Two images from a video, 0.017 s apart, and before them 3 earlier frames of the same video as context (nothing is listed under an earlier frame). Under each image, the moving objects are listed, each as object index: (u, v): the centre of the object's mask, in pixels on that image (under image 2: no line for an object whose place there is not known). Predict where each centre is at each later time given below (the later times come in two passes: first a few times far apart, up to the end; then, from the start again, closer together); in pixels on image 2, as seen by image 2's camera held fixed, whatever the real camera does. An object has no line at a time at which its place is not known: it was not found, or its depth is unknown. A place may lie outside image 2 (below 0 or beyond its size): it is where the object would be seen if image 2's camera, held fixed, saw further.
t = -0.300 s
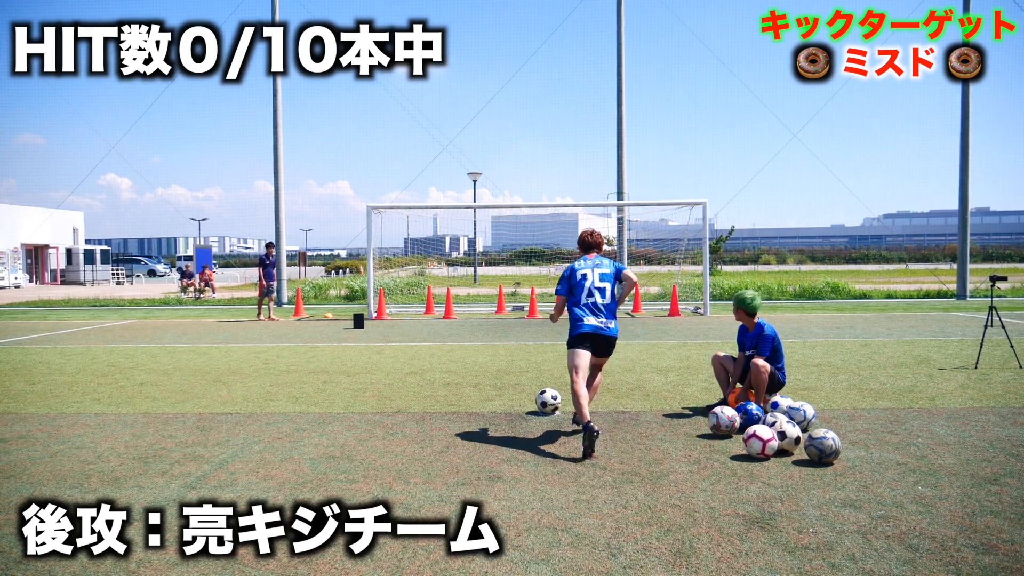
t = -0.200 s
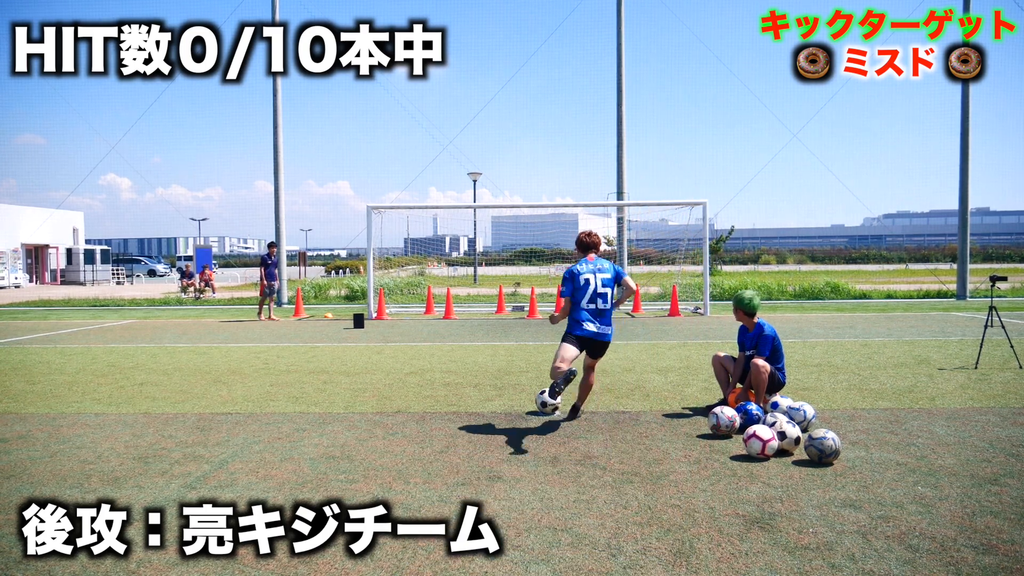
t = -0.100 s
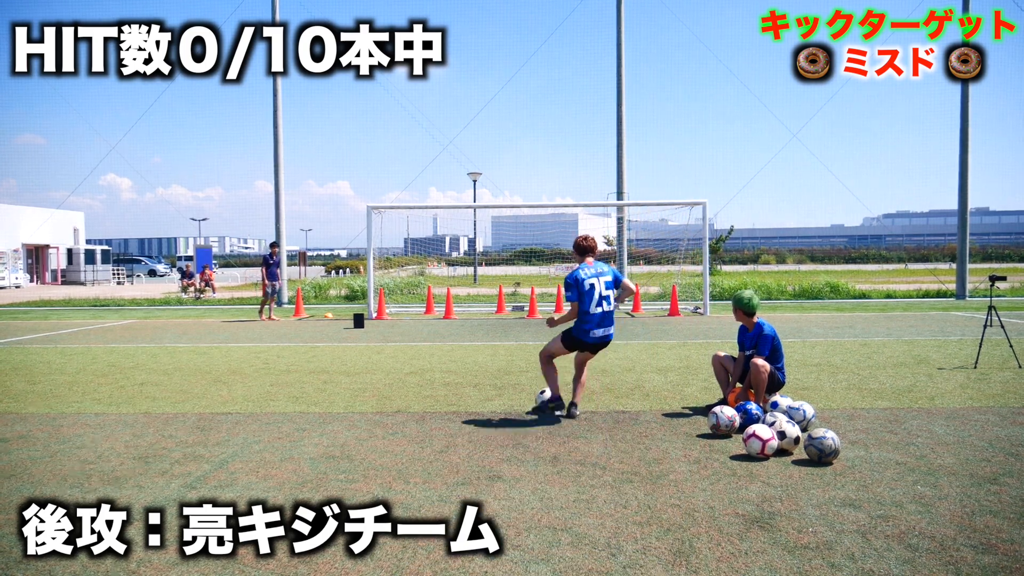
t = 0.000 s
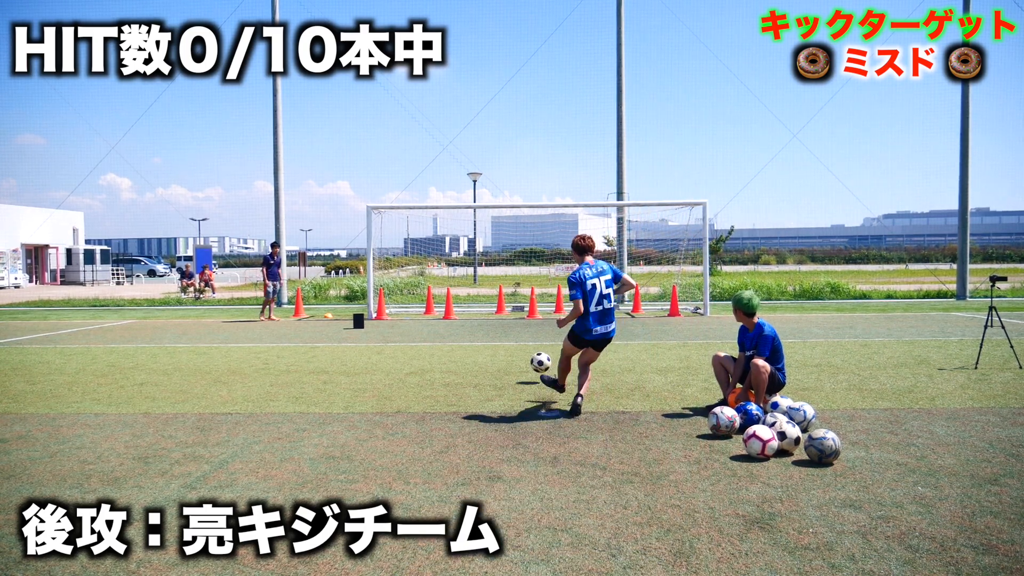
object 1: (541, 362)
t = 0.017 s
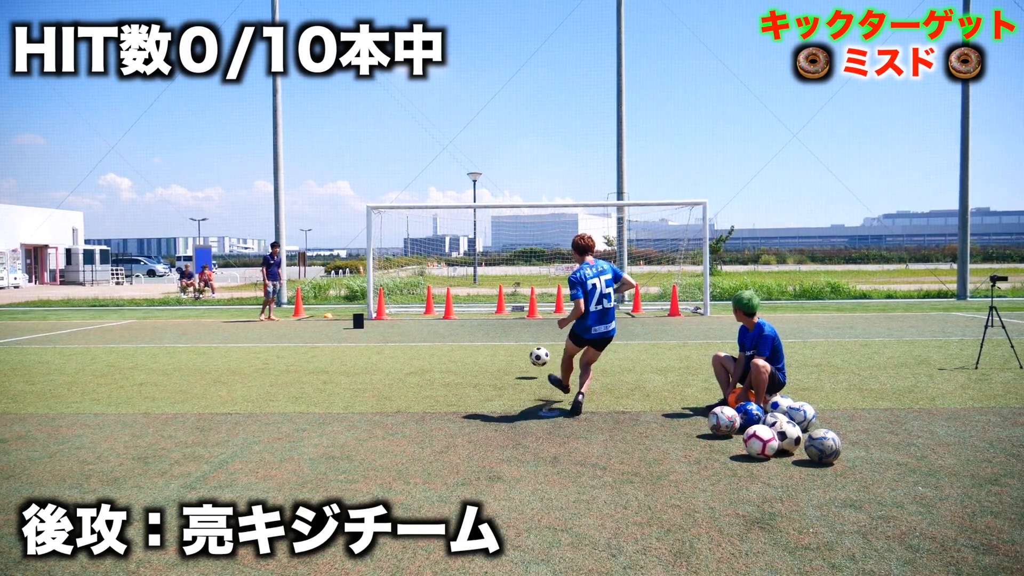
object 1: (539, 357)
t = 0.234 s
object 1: (535, 324)
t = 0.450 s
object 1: (538, 309)
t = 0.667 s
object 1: (550, 301)
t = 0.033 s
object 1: (538, 351)
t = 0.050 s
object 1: (537, 347)
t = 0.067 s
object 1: (537, 343)
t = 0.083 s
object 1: (536, 340)
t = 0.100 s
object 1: (536, 337)
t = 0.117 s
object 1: (535, 334)
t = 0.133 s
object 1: (535, 332)
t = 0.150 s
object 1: (535, 330)
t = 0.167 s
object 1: (535, 328)
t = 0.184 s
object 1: (535, 327)
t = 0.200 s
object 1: (534, 326)
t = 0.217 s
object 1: (535, 325)
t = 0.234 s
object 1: (535, 324)
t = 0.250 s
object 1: (535, 324)
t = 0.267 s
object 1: (535, 324)
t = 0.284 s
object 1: (535, 323)
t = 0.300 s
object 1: (535, 323)
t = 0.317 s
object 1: (536, 323)
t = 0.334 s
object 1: (536, 323)
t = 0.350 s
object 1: (536, 322)
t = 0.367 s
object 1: (536, 318)
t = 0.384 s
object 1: (537, 316)
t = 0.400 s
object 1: (537, 314)
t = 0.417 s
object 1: (537, 312)
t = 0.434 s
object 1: (537, 310)
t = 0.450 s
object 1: (538, 309)
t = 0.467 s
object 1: (538, 308)
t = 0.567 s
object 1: (543, 302)
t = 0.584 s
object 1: (544, 302)
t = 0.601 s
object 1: (545, 301)
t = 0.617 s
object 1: (546, 301)
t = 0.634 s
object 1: (547, 300)
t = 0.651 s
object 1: (549, 300)
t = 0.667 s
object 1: (550, 301)
